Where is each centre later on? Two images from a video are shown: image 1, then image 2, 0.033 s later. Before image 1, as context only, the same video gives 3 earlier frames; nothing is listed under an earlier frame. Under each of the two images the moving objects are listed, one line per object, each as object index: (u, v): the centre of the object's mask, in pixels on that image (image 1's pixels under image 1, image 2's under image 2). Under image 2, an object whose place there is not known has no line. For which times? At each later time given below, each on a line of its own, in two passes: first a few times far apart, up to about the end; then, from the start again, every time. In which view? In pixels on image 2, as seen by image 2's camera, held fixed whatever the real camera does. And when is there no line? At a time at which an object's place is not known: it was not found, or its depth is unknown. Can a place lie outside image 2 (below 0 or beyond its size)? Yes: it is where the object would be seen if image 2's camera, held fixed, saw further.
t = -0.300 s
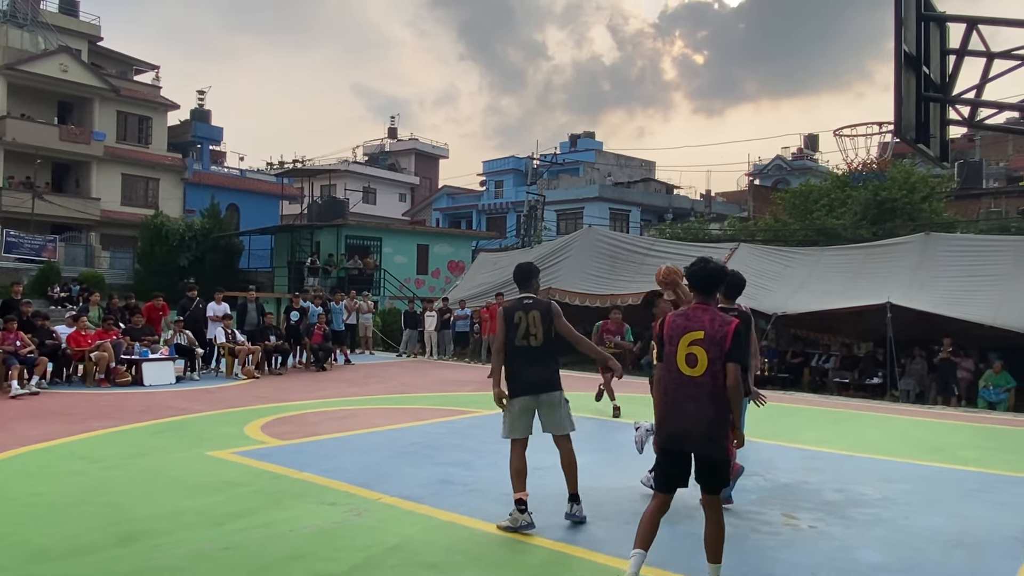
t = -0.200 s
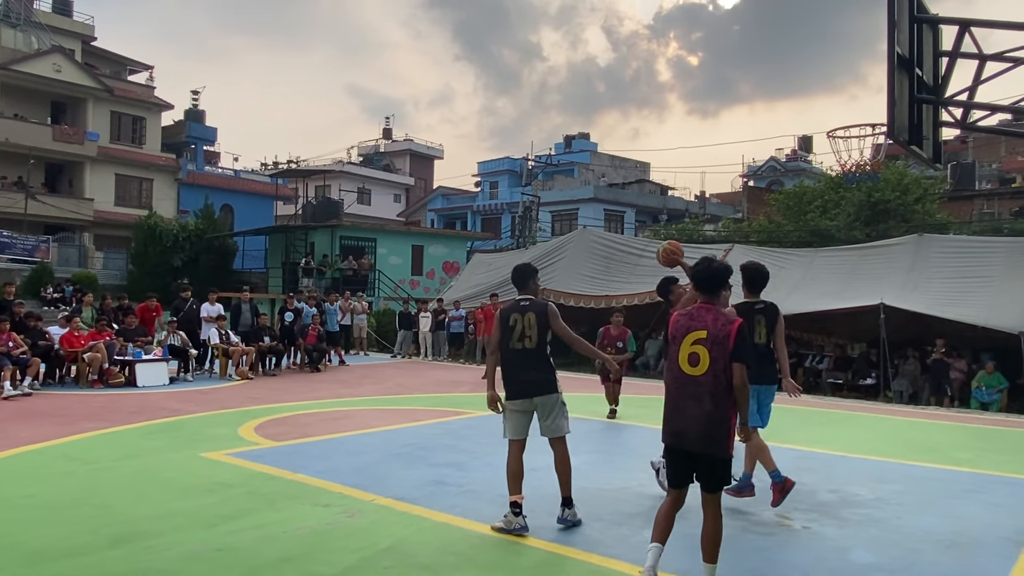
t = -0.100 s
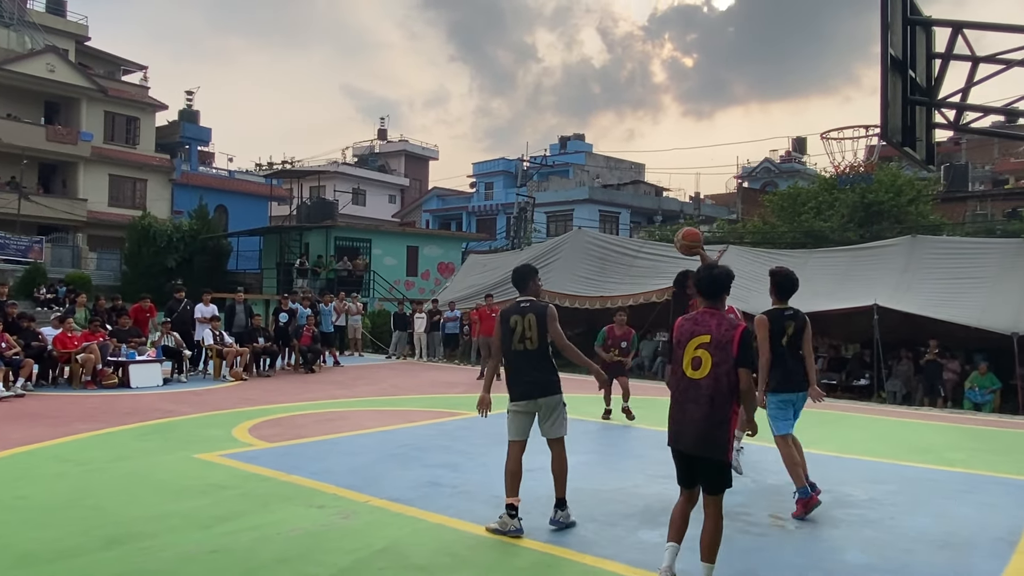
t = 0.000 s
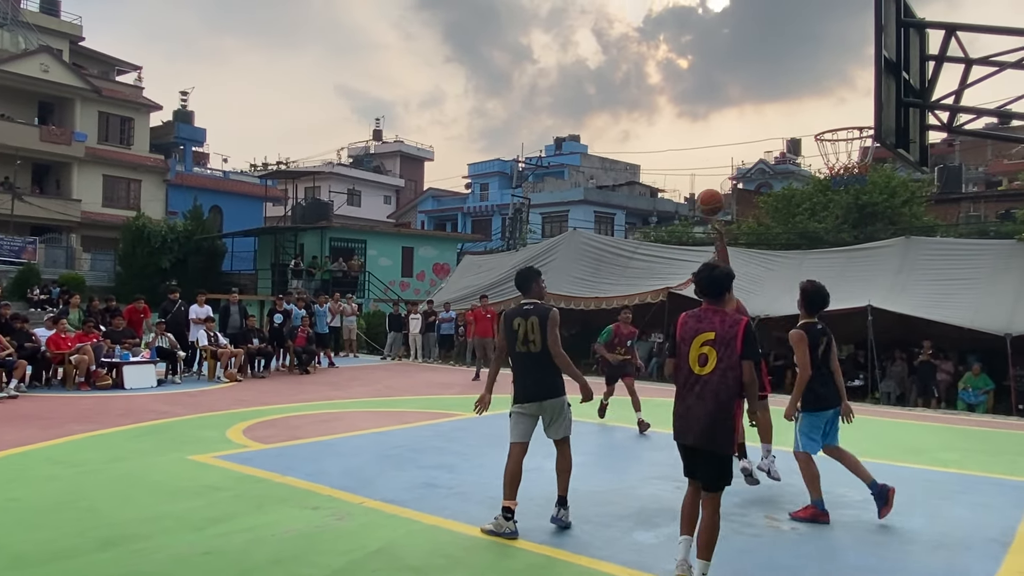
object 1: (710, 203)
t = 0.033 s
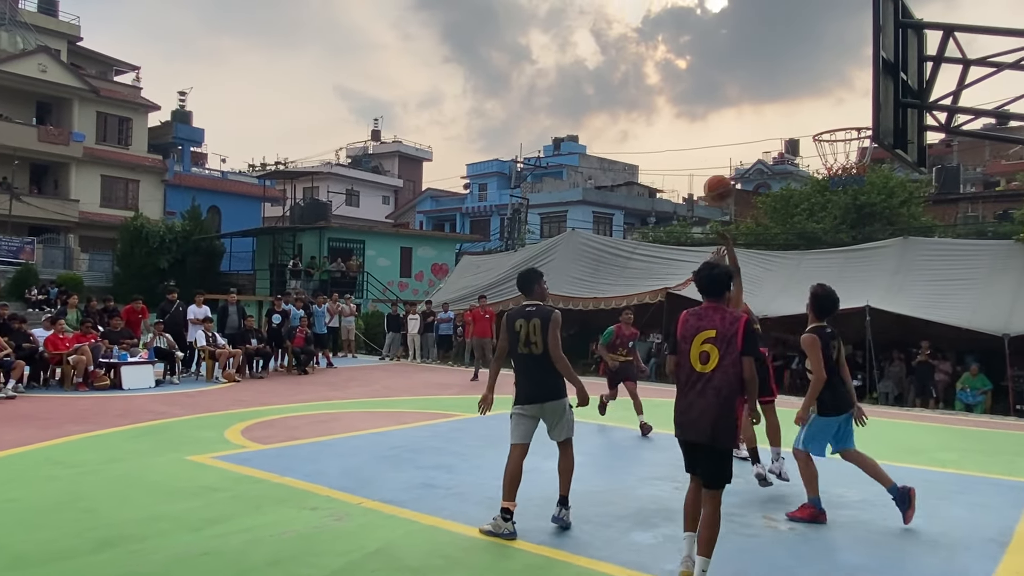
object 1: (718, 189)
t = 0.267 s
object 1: (787, 121)
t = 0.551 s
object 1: (865, 115)
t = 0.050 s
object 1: (722, 182)
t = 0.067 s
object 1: (727, 175)
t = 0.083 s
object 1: (732, 169)
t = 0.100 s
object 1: (737, 164)
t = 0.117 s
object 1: (742, 157)
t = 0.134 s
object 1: (747, 152)
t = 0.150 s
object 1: (752, 147)
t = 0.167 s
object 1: (757, 143)
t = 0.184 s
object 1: (762, 138)
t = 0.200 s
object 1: (767, 134)
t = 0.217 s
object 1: (772, 130)
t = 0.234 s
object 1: (777, 127)
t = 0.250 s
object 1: (782, 123)
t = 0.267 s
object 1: (787, 121)
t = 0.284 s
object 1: (793, 118)
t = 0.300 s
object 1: (798, 115)
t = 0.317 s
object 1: (803, 113)
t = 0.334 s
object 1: (808, 112)
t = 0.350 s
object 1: (813, 110)
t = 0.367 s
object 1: (818, 109)
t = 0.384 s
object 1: (824, 109)
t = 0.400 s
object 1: (829, 108)
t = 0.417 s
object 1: (834, 108)
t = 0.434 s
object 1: (840, 108)
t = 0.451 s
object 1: (845, 109)
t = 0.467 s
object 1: (850, 110)
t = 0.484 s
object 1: (855, 111)
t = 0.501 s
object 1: (859, 113)
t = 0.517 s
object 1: (862, 115)
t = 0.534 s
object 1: (865, 117)
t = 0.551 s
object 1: (865, 115)
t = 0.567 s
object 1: (865, 112)
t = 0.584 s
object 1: (866, 108)
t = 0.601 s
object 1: (866, 105)
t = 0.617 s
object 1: (866, 102)
